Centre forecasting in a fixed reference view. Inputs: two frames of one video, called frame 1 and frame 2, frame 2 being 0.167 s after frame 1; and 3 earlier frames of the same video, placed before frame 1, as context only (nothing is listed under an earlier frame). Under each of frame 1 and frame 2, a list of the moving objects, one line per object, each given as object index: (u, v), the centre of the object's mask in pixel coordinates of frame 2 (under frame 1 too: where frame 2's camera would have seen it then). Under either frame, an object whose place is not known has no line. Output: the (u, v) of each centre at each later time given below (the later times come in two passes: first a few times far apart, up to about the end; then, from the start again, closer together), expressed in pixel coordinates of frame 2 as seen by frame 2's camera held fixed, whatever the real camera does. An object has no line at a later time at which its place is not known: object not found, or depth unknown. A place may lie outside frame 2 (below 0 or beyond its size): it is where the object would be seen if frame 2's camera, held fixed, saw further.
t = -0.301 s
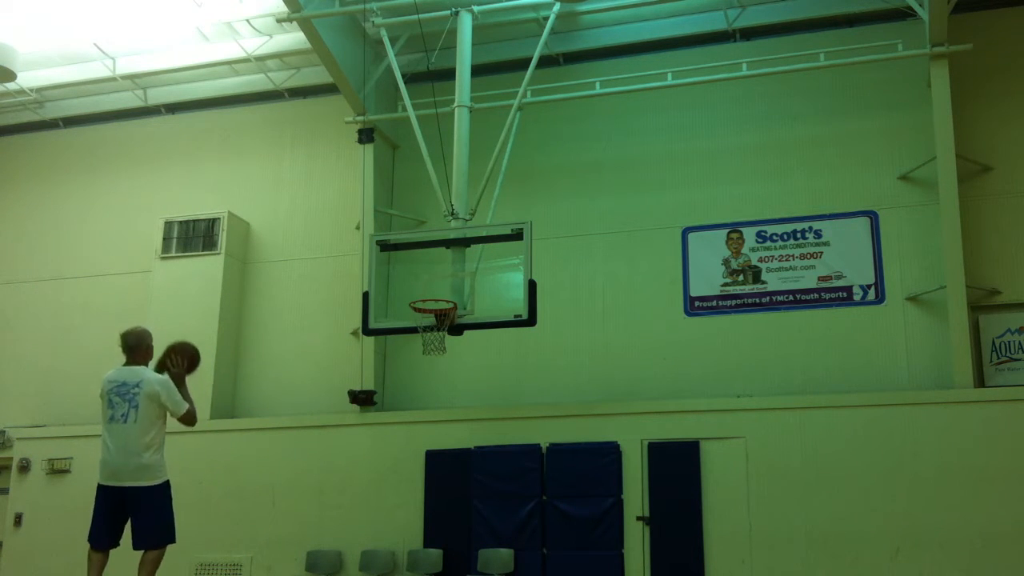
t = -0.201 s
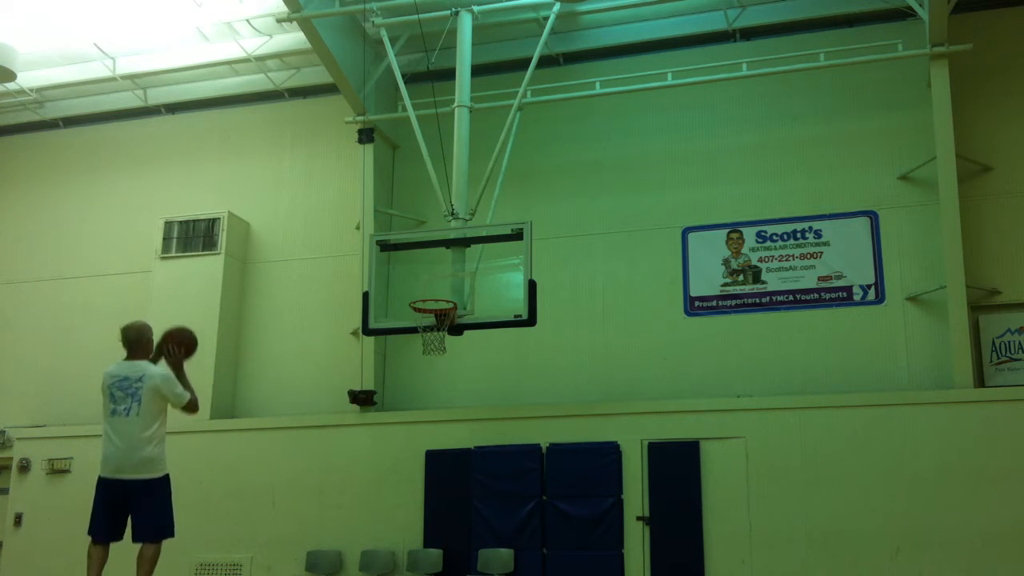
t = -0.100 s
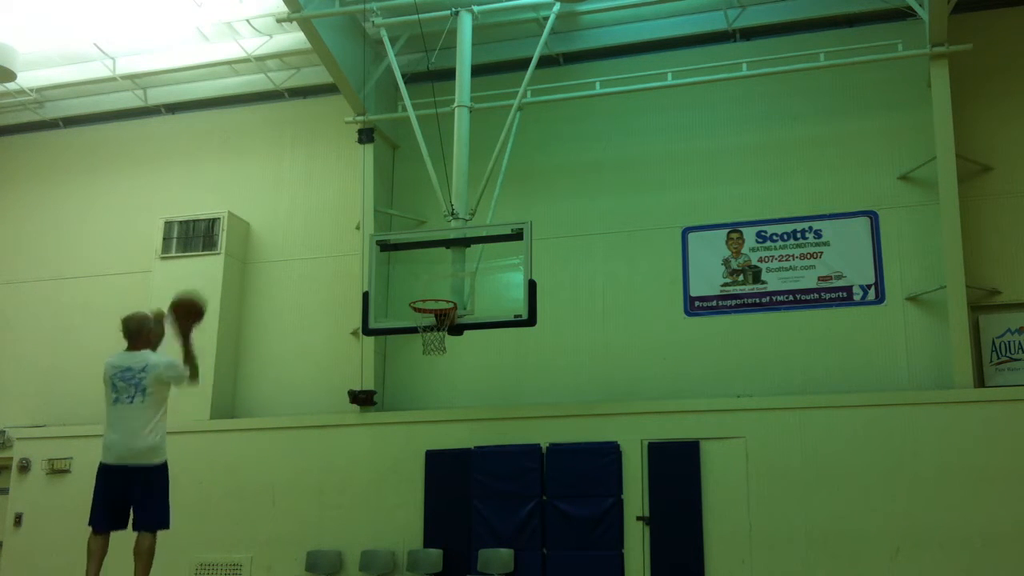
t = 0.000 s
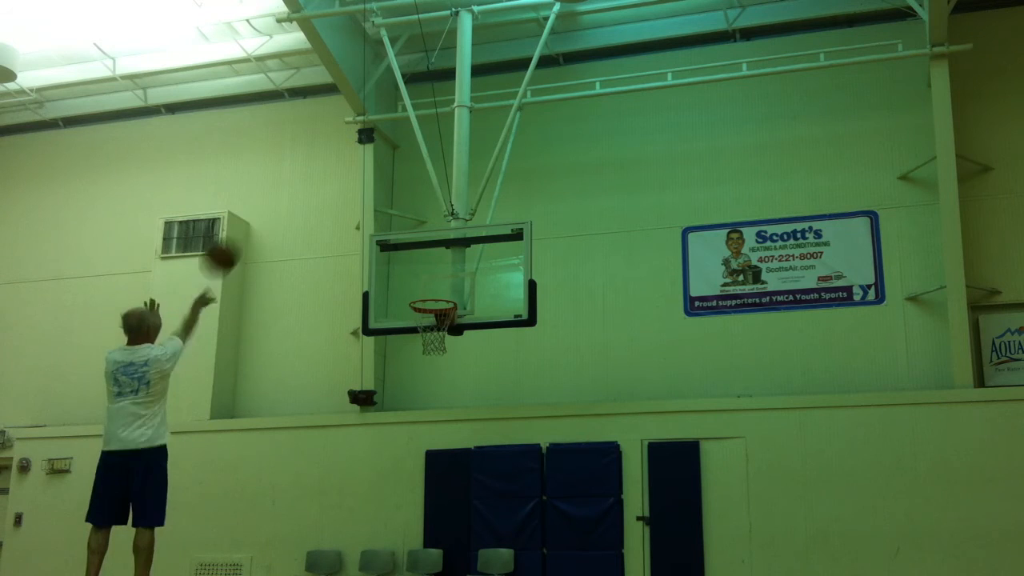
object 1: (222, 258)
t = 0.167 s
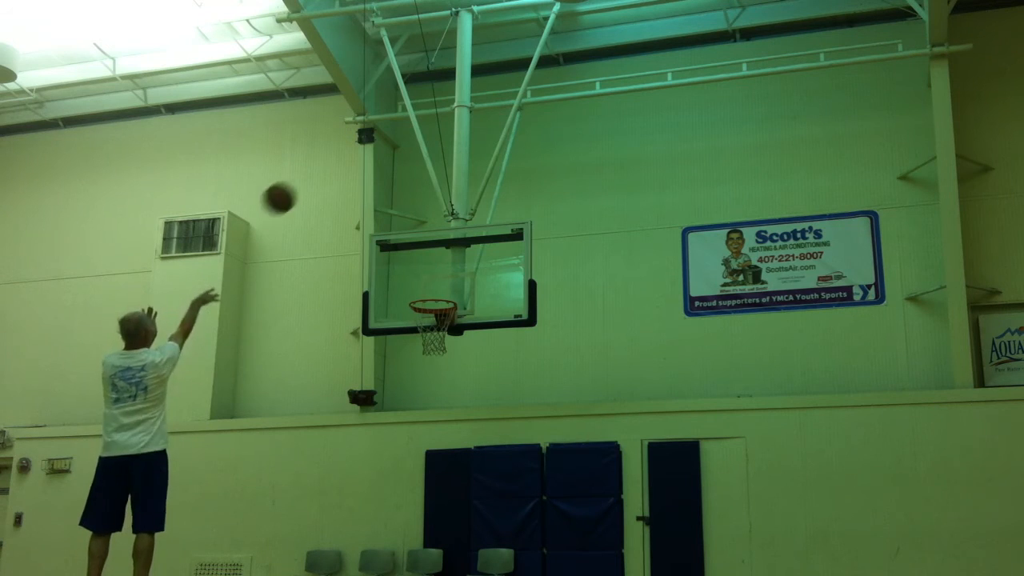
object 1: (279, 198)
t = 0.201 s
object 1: (290, 191)
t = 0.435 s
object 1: (350, 181)
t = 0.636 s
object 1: (391, 215)
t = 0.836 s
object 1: (426, 281)
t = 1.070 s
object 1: (437, 357)
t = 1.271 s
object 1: (432, 435)
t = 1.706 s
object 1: (415, 514)
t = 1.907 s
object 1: (407, 446)
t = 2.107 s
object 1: (396, 417)
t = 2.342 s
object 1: (379, 435)
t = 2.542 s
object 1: (361, 502)
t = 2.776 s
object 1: (339, 566)
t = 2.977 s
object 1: (330, 498)
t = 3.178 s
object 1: (317, 468)
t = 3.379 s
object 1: (300, 487)
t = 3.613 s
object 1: (275, 568)
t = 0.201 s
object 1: (290, 191)
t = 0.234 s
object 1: (299, 186)
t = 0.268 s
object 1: (309, 182)
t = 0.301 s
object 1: (317, 180)
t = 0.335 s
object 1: (326, 178)
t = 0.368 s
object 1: (334, 178)
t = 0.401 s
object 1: (342, 179)
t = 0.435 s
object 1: (350, 181)
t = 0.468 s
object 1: (357, 184)
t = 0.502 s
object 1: (364, 188)
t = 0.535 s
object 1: (371, 193)
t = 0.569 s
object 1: (377, 200)
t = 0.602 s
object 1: (384, 207)
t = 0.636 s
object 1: (391, 215)
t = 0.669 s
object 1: (396, 223)
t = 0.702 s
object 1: (402, 232)
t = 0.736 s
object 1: (409, 244)
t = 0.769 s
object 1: (415, 258)
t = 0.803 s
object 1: (420, 268)
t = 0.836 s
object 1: (426, 281)
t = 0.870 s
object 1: (430, 293)
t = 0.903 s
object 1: (438, 312)
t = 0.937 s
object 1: (438, 324)
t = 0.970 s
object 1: (439, 335)
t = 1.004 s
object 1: (438, 342)
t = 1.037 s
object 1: (437, 349)
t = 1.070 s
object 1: (437, 357)
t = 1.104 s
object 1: (436, 367)
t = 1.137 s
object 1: (436, 379)
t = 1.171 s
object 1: (435, 391)
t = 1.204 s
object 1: (434, 404)
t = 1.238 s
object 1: (433, 418)
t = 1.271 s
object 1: (432, 435)
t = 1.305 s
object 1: (430, 448)
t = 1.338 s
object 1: (428, 468)
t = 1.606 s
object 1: (421, 563)
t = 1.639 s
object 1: (418, 546)
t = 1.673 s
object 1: (416, 528)
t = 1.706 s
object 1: (415, 514)
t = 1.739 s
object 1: (414, 500)
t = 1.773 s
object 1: (413, 487)
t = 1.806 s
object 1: (412, 475)
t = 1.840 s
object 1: (411, 464)
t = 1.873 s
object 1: (409, 454)
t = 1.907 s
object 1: (407, 446)
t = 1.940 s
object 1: (406, 439)
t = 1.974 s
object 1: (404, 432)
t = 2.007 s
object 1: (402, 426)
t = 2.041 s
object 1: (400, 423)
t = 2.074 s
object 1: (398, 419)
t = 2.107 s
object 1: (396, 417)
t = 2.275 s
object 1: (385, 424)
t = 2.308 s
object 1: (381, 428)
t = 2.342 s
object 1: (379, 435)
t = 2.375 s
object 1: (376, 442)
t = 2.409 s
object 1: (373, 451)
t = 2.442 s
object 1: (371, 461)
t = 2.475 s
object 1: (367, 473)
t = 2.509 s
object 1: (364, 486)
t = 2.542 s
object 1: (361, 502)
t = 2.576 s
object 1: (358, 518)
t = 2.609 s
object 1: (354, 535)
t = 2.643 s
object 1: (351, 554)
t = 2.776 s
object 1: (339, 566)
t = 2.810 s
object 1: (338, 559)
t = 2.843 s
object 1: (337, 543)
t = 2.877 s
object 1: (335, 529)
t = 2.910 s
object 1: (333, 518)
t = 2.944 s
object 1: (332, 507)
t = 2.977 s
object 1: (330, 498)
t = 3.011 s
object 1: (328, 490)
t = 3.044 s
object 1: (326, 483)
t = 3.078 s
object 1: (324, 477)
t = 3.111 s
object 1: (321, 473)
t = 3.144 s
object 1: (319, 470)
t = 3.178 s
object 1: (317, 468)
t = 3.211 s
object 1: (314, 468)
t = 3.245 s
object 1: (311, 469)
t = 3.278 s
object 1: (309, 471)
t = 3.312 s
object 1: (306, 475)
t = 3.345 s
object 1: (303, 480)
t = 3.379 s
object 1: (300, 487)
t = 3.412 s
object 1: (296, 495)
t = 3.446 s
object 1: (293, 505)
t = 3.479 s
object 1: (290, 517)
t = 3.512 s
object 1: (286, 530)
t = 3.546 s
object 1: (282, 544)
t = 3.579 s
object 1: (278, 559)
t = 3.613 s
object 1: (275, 568)
